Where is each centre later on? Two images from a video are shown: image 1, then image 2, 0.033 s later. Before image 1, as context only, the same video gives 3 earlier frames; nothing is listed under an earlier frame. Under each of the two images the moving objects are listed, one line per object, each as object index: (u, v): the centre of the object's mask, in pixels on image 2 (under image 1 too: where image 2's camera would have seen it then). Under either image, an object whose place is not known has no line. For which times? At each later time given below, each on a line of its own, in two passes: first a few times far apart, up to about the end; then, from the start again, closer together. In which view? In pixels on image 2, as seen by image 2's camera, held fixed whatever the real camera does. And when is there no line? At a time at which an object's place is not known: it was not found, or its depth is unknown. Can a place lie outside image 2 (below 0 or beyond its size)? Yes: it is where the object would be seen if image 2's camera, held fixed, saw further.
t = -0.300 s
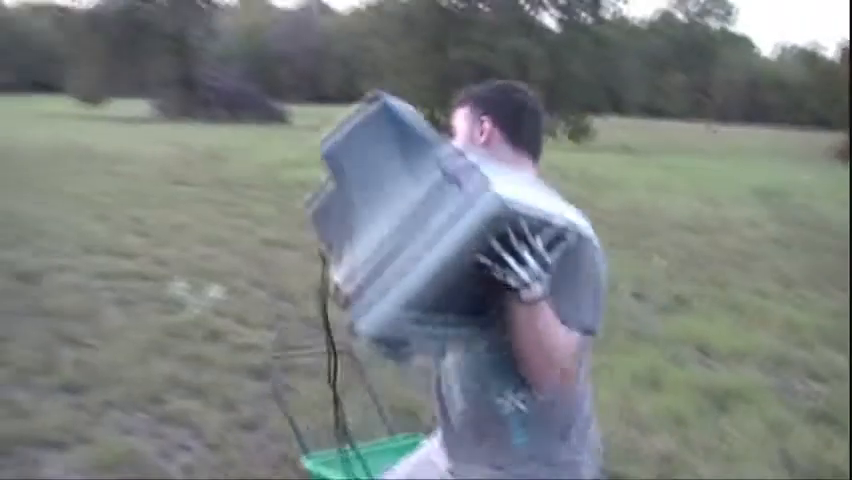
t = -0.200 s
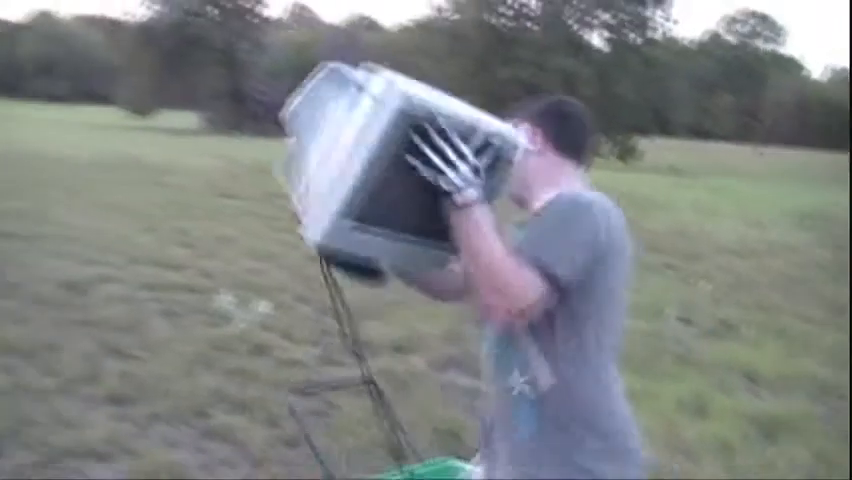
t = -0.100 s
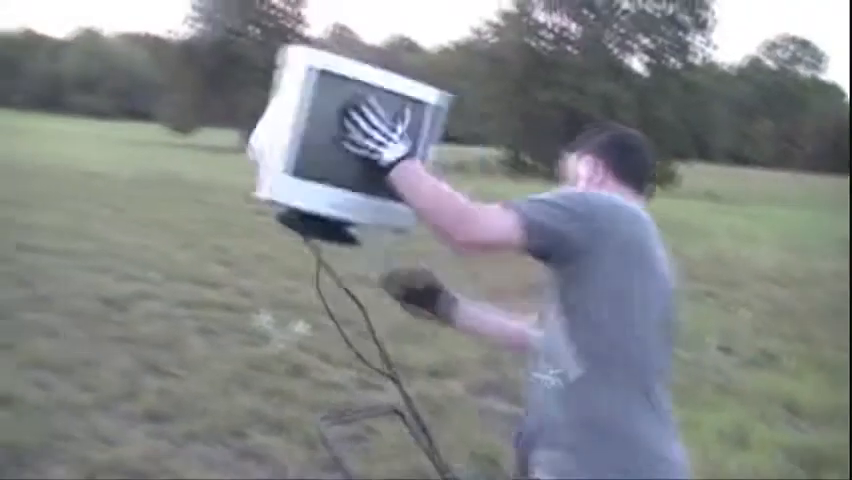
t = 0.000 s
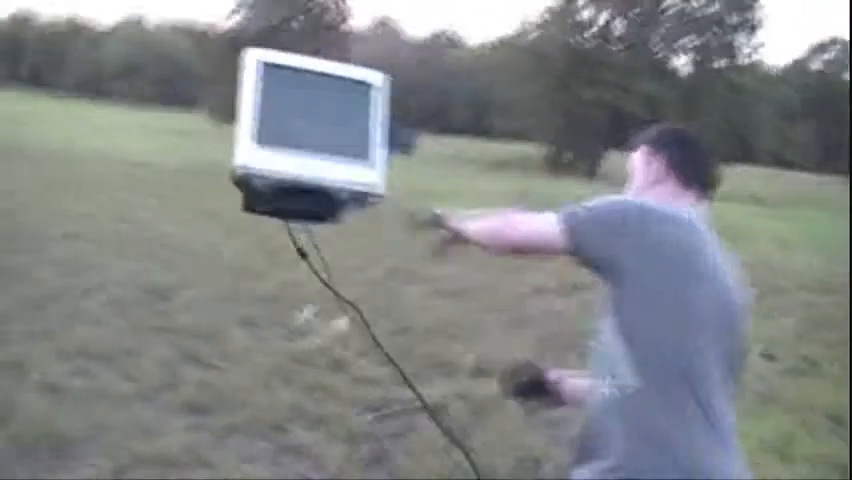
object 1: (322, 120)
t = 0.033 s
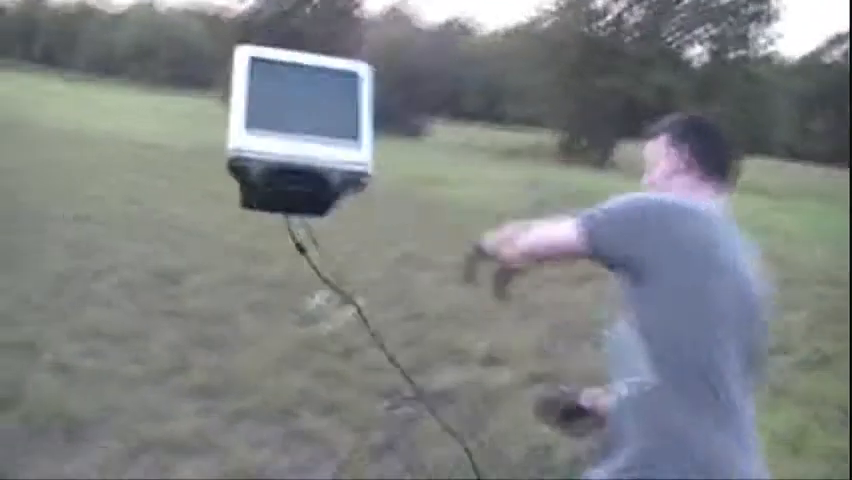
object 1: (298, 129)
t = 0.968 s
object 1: (85, 295)
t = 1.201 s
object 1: (69, 282)
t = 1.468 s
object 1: (60, 273)
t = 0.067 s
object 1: (276, 141)
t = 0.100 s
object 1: (257, 154)
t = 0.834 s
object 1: (87, 299)
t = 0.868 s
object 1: (87, 296)
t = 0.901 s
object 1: (86, 296)
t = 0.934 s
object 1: (85, 295)
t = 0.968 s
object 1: (85, 295)
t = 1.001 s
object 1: (83, 293)
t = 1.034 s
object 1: (80, 292)
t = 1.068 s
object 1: (78, 292)
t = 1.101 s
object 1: (75, 294)
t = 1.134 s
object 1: (74, 290)
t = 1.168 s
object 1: (72, 286)
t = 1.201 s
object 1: (69, 282)
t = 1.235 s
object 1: (70, 276)
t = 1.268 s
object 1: (69, 272)
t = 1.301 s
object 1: (70, 269)
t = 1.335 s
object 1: (69, 268)
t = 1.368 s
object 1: (68, 272)
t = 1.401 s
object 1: (68, 275)
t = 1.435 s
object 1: (65, 275)
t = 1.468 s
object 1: (60, 273)
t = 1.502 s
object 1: (53, 273)
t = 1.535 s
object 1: (48, 272)
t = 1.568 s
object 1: (45, 272)
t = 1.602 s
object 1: (42, 273)
